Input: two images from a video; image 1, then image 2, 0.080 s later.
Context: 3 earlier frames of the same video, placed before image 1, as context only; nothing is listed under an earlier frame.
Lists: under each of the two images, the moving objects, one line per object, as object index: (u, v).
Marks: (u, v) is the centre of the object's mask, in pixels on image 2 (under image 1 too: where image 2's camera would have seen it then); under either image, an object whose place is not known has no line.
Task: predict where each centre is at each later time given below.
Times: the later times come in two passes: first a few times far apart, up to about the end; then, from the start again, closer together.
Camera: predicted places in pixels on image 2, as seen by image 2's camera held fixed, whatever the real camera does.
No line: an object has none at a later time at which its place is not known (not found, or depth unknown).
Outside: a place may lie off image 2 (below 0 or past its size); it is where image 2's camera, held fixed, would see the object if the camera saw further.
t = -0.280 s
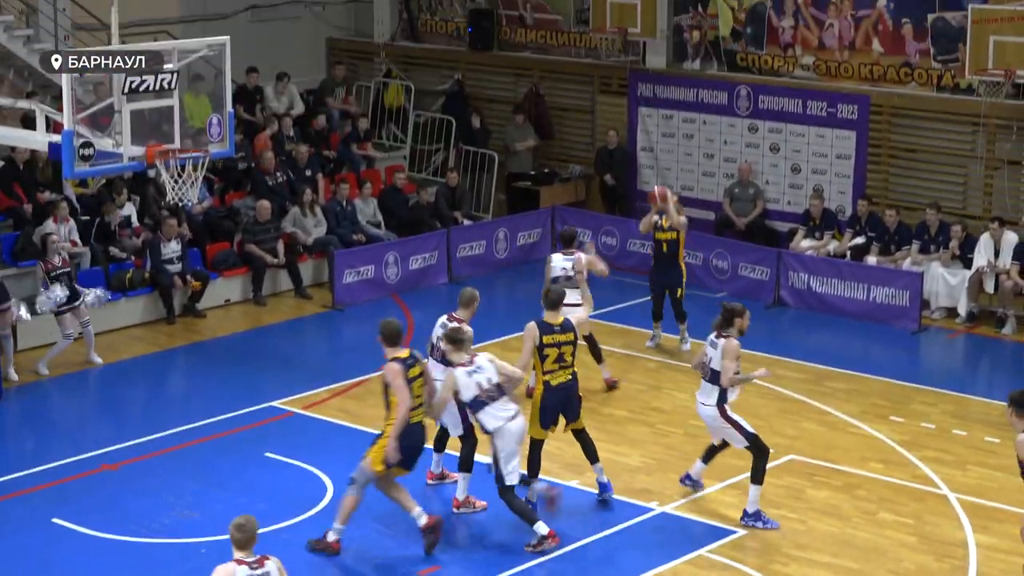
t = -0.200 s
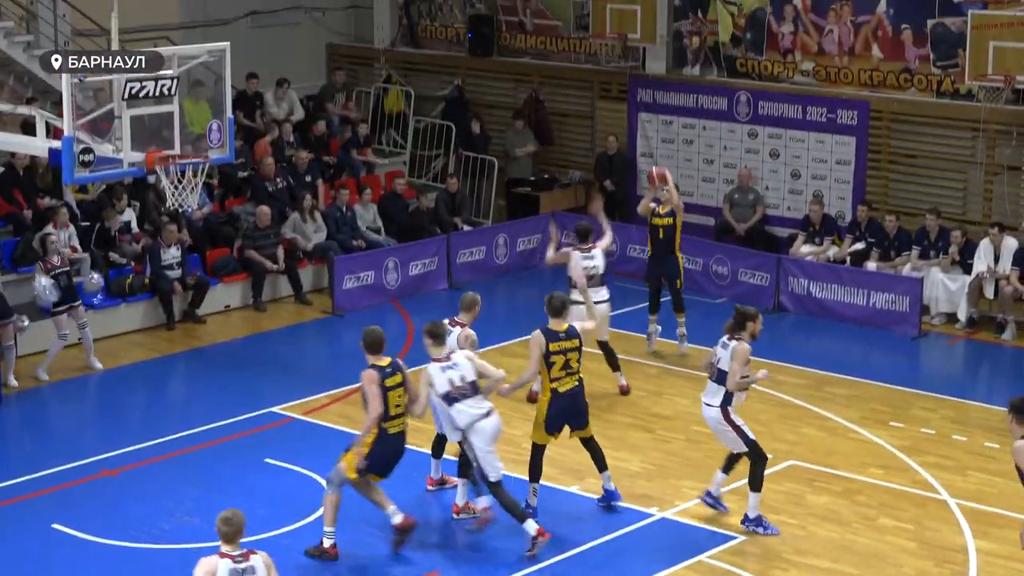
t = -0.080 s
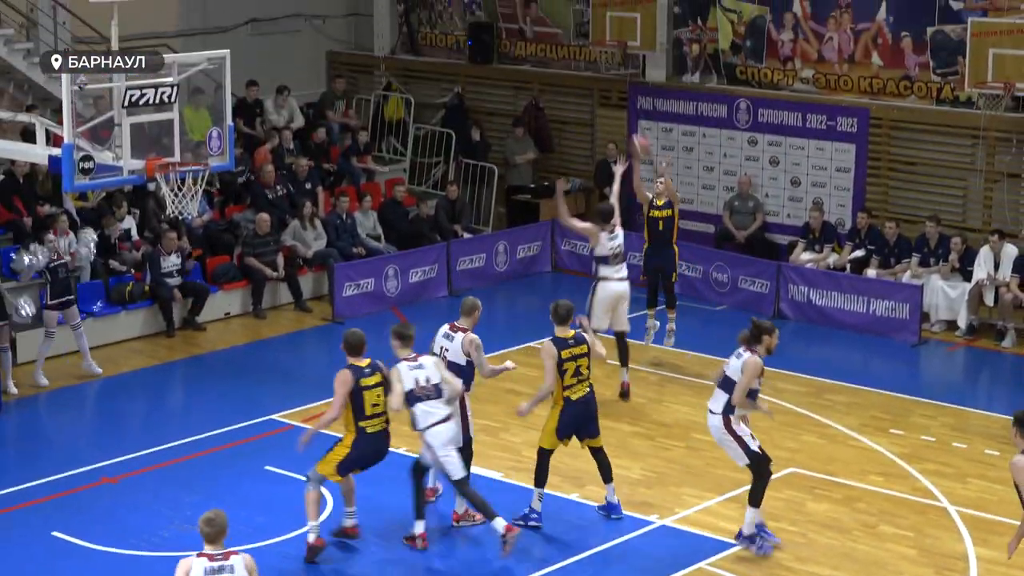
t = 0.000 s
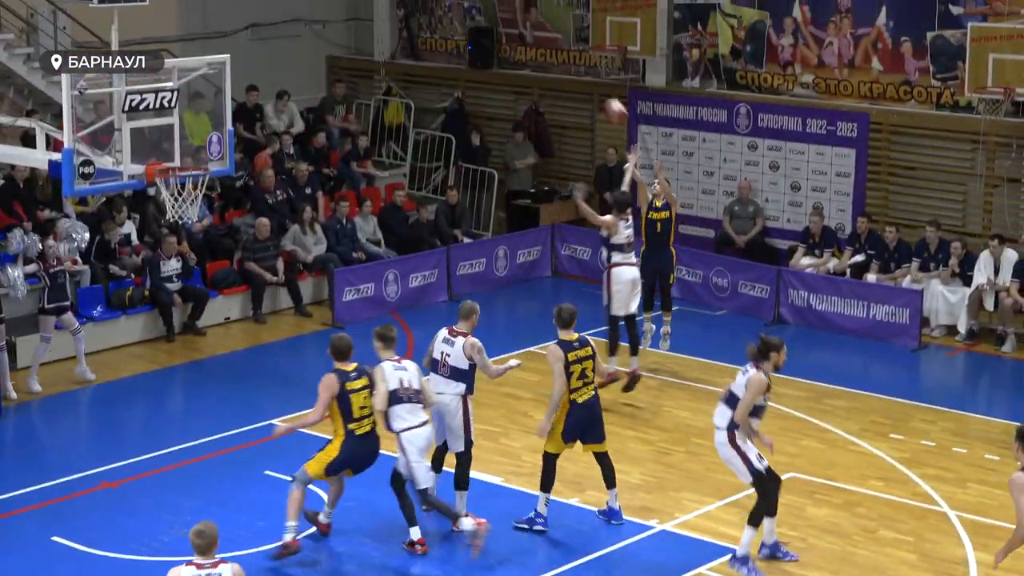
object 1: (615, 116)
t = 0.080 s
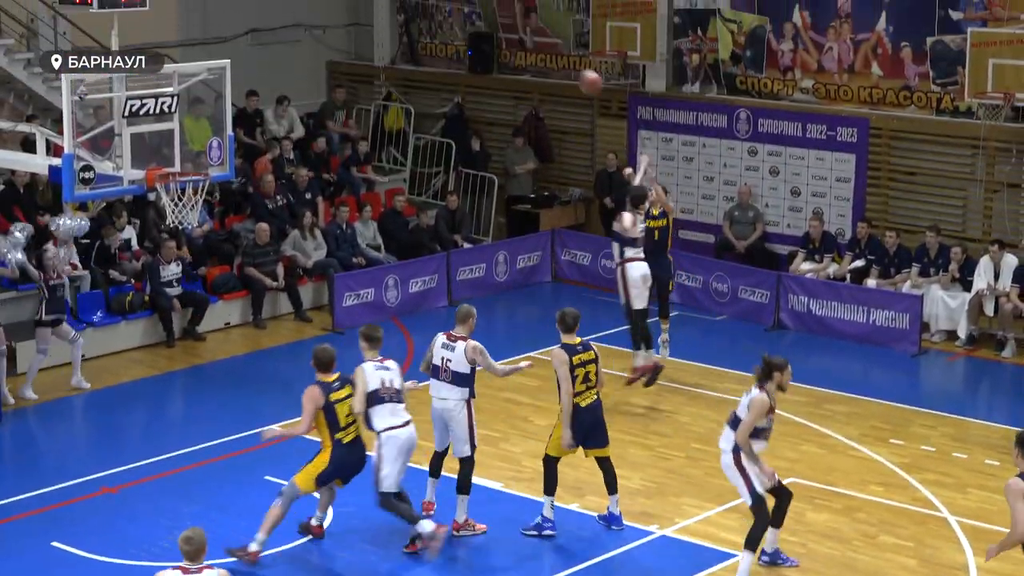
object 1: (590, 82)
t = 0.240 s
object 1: (535, 25)
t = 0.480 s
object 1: (450, -17)
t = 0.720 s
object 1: (357, -4)
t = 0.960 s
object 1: (255, 73)
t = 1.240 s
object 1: (156, 213)
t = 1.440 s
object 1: (150, 250)
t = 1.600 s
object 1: (146, 312)
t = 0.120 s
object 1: (577, 65)
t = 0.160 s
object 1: (562, 48)
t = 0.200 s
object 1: (550, 38)
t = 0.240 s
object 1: (535, 25)
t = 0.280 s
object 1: (523, 15)
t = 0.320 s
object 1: (508, 5)
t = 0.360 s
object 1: (494, -2)
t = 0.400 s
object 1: (479, -9)
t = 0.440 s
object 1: (465, -13)
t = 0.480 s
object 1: (450, -17)
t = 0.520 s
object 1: (435, -18)
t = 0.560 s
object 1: (419, -19)
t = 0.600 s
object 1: (404, -17)
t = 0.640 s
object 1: (390, -16)
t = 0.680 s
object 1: (372, -10)
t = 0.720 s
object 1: (357, -4)
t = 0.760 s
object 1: (340, 4)
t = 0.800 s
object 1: (324, 15)
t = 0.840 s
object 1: (307, 27)
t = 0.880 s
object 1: (290, 41)
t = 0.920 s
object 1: (273, 57)
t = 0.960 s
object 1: (255, 73)
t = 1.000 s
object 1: (239, 94)
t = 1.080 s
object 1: (201, 142)
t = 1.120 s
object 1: (185, 165)
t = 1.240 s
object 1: (156, 213)
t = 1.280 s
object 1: (155, 216)
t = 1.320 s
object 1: (154, 222)
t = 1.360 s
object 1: (152, 230)
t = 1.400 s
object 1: (151, 239)
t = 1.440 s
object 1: (150, 250)
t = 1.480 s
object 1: (151, 262)
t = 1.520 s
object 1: (147, 279)
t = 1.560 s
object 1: (147, 296)
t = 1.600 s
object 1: (146, 312)
